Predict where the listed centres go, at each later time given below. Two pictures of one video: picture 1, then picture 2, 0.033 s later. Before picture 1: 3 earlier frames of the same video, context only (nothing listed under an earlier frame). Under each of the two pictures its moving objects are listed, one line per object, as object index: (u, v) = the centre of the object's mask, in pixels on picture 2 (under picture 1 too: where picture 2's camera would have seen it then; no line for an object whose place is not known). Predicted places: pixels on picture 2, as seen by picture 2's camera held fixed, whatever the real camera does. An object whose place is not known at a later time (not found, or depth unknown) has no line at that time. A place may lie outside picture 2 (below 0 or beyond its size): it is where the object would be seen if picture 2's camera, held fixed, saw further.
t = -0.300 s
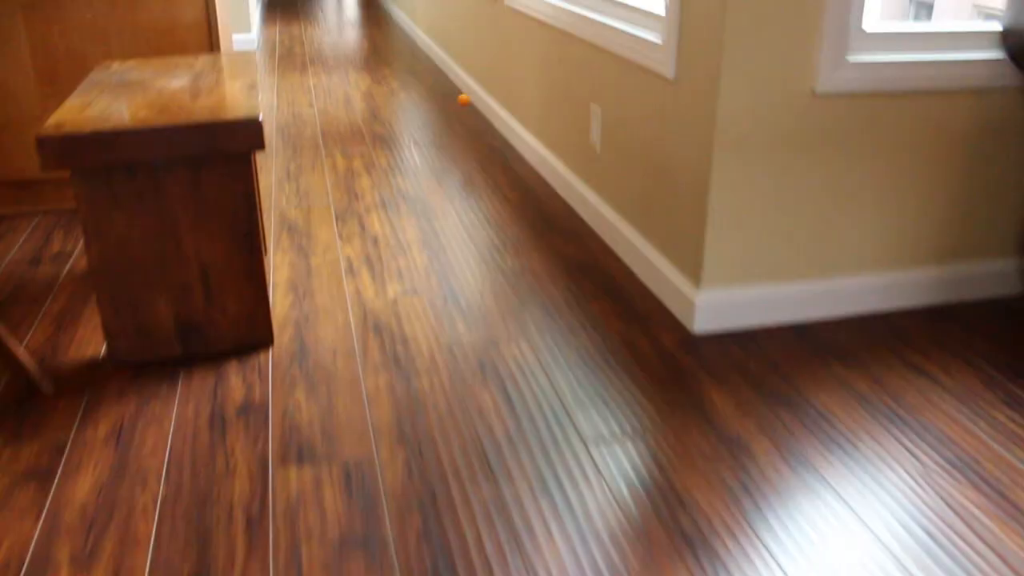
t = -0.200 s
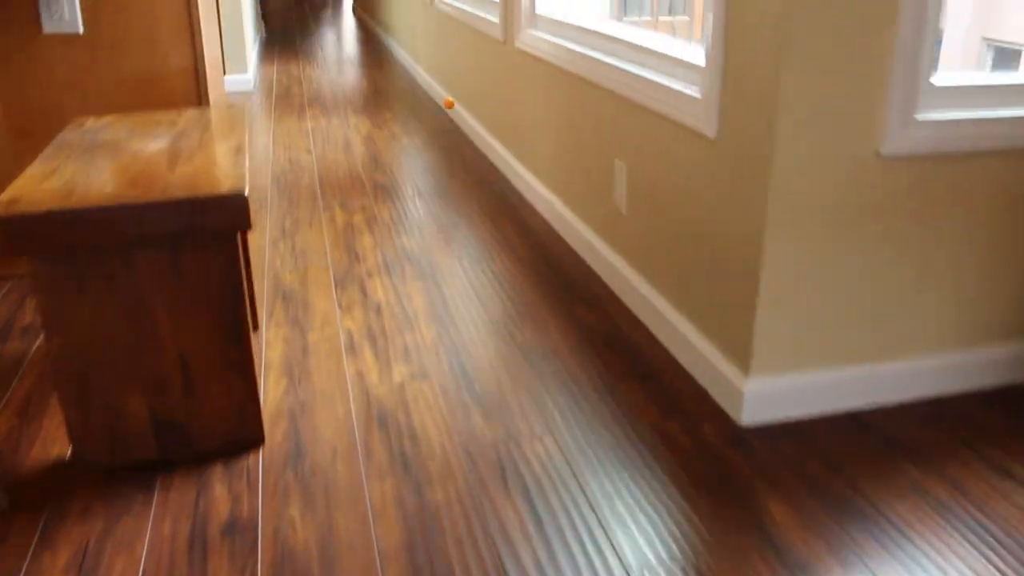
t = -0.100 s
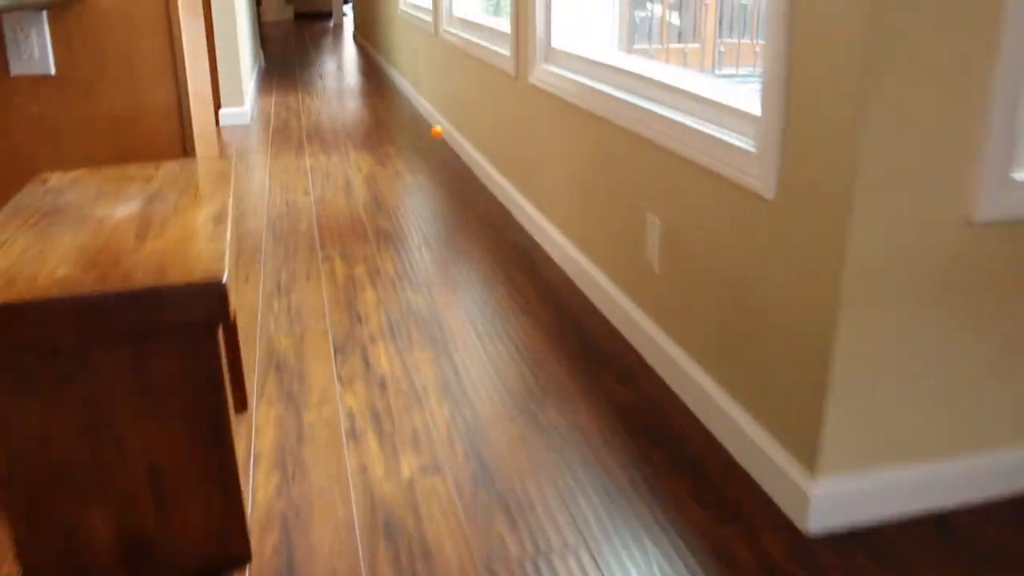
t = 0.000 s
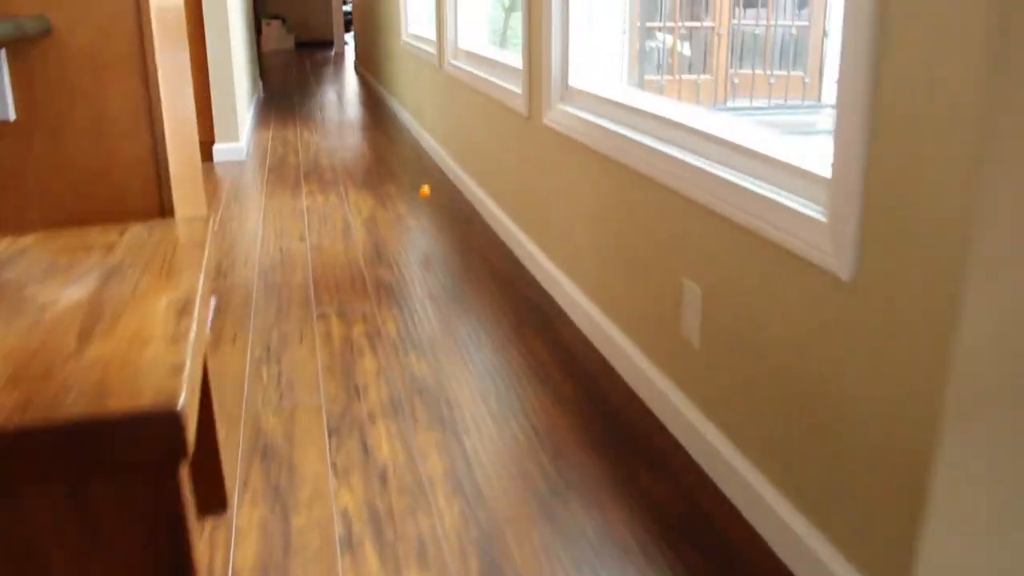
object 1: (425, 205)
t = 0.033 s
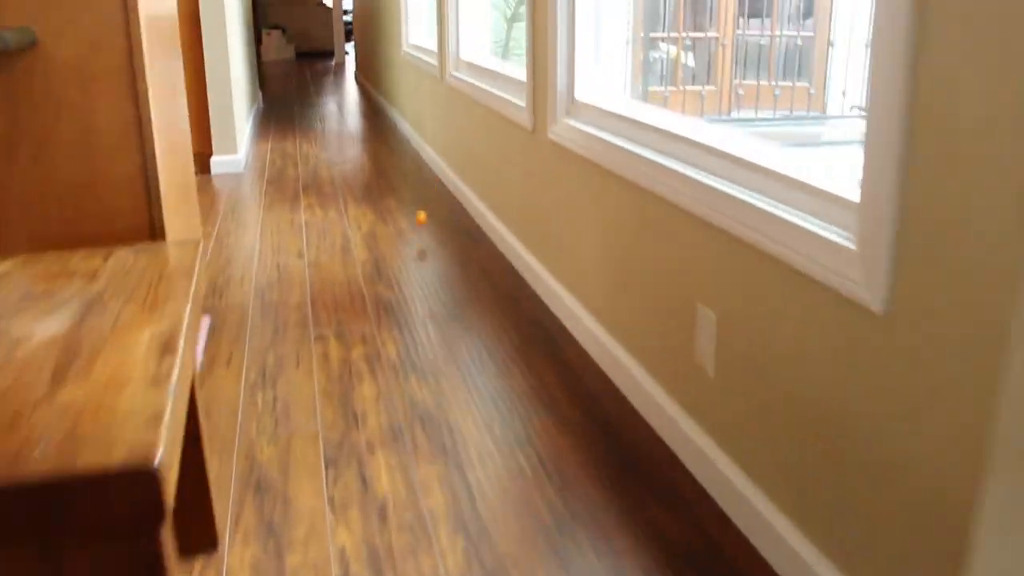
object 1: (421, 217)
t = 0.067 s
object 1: (416, 223)
